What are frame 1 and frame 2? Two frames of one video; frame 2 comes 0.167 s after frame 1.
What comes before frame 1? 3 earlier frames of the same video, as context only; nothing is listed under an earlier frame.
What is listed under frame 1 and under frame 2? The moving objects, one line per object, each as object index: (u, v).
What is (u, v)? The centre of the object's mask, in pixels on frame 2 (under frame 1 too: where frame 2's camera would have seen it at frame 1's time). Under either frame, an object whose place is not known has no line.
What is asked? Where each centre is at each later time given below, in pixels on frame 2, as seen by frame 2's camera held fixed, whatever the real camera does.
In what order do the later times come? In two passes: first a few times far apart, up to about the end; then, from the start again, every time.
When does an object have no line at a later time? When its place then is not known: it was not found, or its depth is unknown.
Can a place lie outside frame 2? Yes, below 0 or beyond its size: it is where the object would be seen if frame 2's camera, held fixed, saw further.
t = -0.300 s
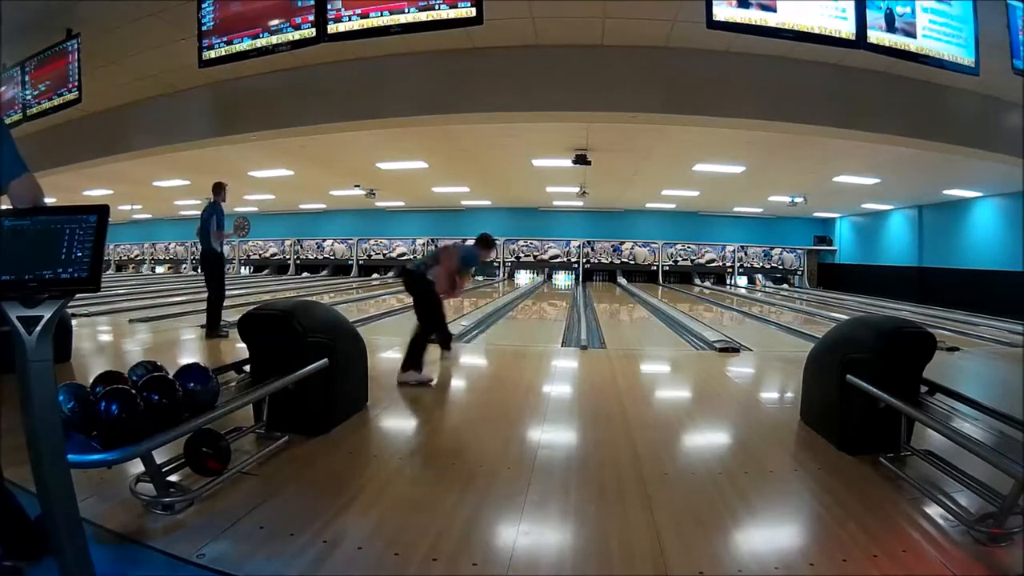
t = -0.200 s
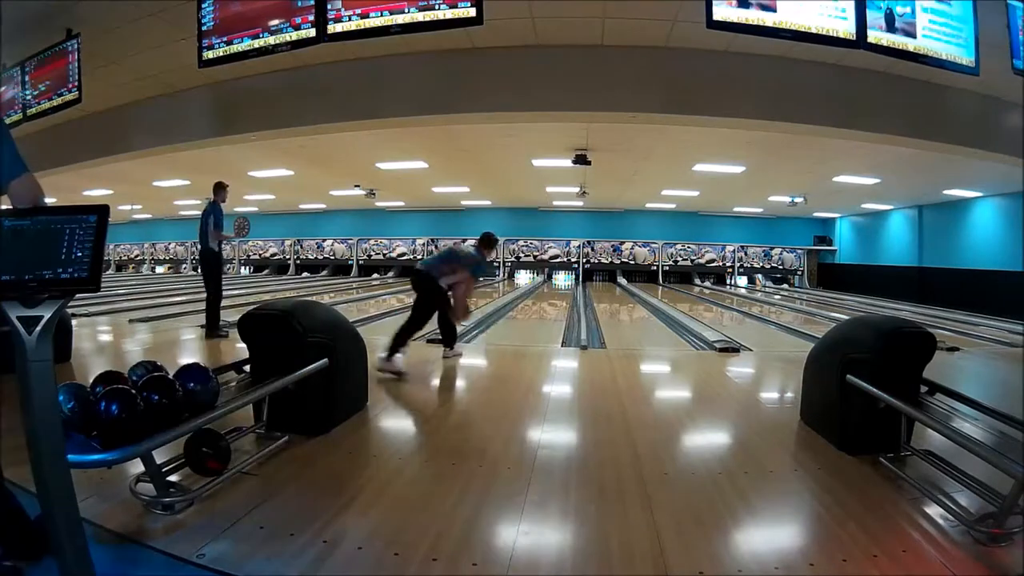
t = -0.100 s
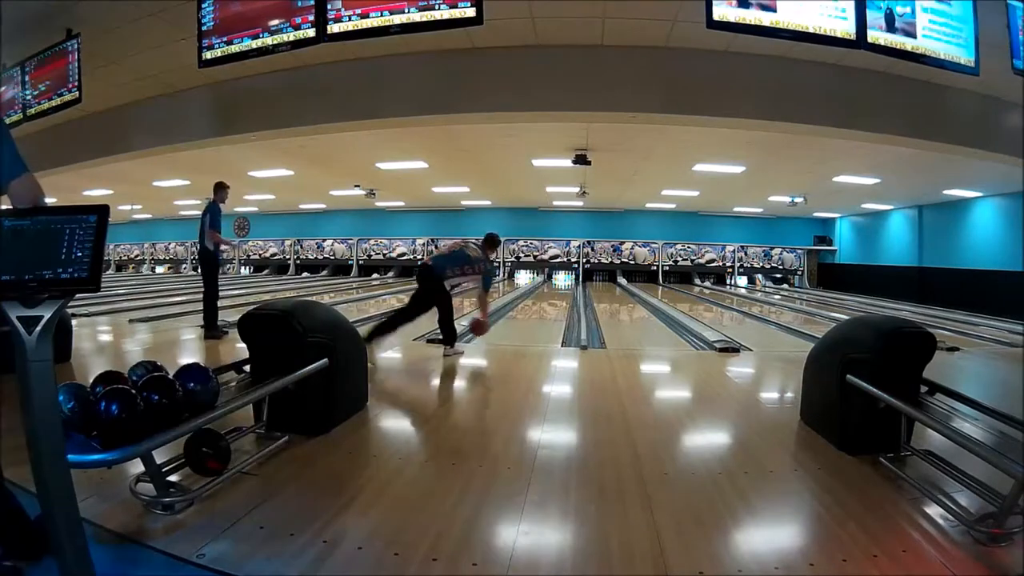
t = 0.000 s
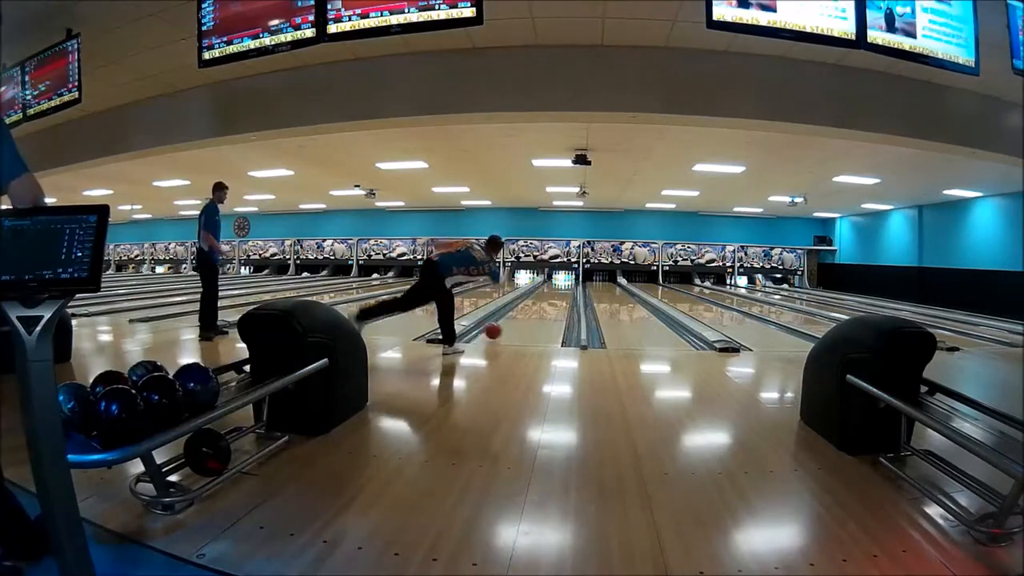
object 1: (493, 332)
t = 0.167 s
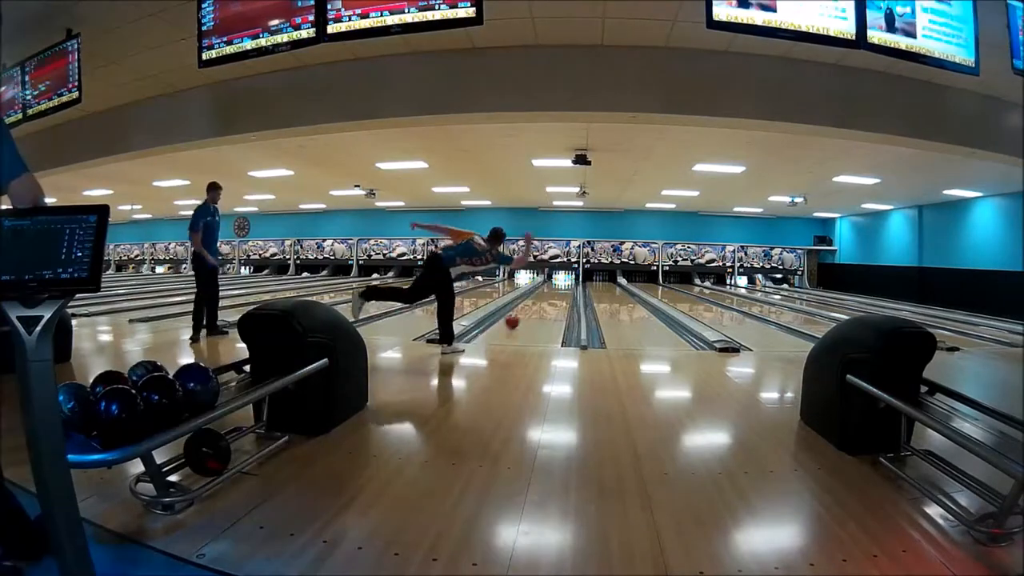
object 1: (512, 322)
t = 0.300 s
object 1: (523, 315)
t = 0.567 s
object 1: (539, 304)
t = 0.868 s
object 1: (552, 297)
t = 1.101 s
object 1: (558, 292)
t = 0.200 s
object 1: (515, 320)
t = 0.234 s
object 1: (518, 318)
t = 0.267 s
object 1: (521, 316)
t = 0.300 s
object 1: (523, 315)
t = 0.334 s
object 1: (526, 313)
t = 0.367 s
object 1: (528, 311)
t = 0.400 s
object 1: (530, 310)
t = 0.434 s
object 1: (532, 309)
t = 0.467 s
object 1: (534, 308)
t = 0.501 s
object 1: (536, 306)
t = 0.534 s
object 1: (538, 305)
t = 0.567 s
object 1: (539, 304)
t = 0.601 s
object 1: (541, 303)
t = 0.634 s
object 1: (543, 302)
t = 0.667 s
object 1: (544, 302)
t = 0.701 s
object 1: (546, 301)
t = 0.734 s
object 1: (547, 300)
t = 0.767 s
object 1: (548, 299)
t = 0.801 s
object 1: (549, 298)
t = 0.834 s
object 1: (550, 298)
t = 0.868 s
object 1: (552, 297)
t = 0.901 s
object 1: (553, 296)
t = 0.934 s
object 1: (554, 295)
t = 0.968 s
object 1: (555, 295)
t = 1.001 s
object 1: (556, 294)
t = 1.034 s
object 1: (557, 293)
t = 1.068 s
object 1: (558, 292)
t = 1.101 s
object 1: (558, 292)
